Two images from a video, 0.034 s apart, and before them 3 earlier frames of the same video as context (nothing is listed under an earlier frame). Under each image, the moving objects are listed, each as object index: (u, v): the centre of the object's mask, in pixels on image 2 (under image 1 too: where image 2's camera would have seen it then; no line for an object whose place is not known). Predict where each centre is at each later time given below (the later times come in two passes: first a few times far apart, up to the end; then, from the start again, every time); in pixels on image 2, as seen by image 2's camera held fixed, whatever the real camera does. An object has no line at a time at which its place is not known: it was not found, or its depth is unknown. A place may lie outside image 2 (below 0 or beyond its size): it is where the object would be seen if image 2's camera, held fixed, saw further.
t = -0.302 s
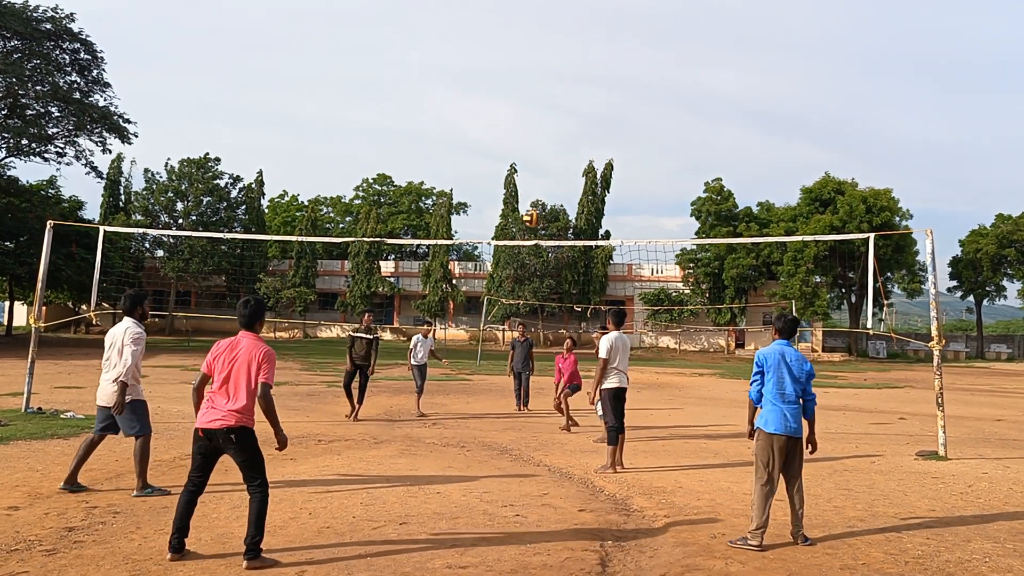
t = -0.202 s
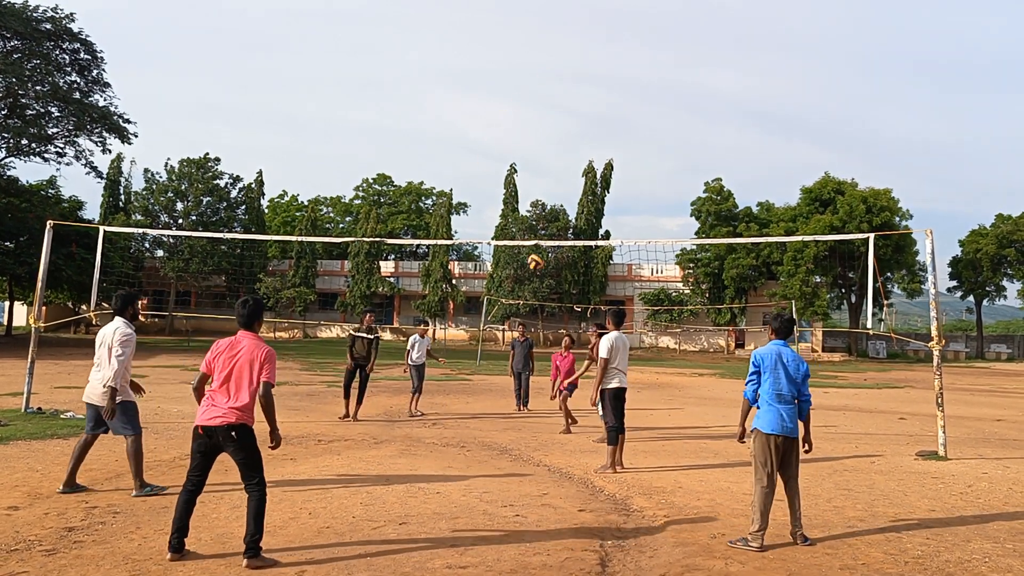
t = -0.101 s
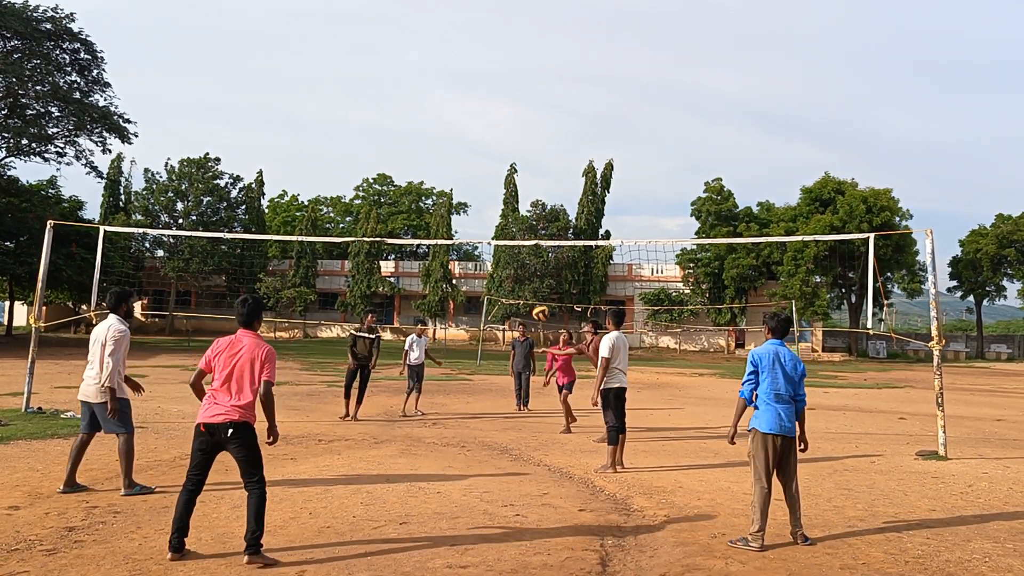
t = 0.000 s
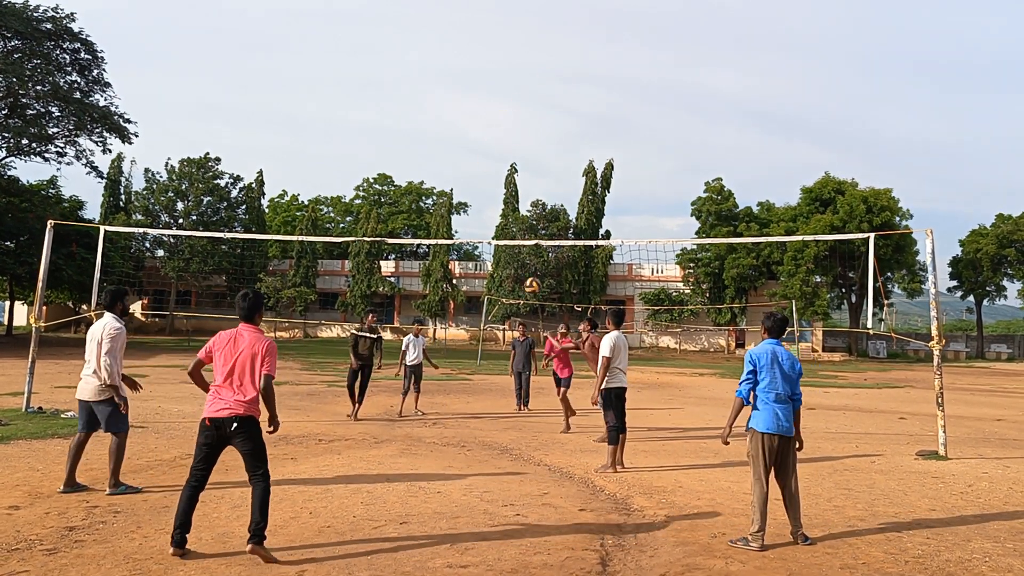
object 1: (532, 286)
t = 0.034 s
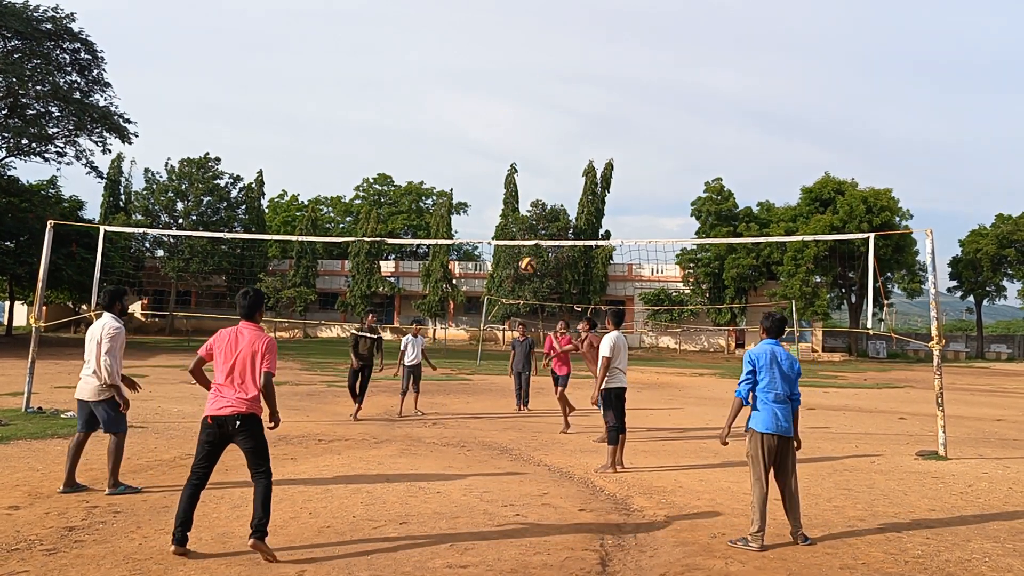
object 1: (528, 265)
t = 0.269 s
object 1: (492, 144)
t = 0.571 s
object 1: (440, 43)
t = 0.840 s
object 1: (391, 11)
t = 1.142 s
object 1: (331, 50)
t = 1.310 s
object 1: (296, 111)
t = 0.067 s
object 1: (522, 249)
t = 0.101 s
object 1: (517, 226)
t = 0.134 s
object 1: (512, 208)
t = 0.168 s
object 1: (507, 191)
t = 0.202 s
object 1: (502, 174)
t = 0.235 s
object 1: (497, 159)
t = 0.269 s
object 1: (492, 144)
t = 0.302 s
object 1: (486, 129)
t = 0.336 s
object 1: (480, 116)
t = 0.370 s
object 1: (475, 103)
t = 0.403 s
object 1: (469, 90)
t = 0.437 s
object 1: (463, 79)
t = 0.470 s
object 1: (458, 69)
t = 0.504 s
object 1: (452, 59)
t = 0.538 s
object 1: (447, 51)
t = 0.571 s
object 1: (440, 43)
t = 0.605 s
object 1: (434, 37)
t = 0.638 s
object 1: (429, 31)
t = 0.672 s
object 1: (422, 25)
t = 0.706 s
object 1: (416, 20)
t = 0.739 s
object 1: (410, 17)
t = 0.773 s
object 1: (404, 14)
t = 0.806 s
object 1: (397, 12)
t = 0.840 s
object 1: (391, 11)
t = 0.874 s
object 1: (385, 11)
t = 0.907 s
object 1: (378, 13)
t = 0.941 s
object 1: (371, 15)
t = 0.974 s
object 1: (365, 18)
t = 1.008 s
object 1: (358, 23)
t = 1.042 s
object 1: (351, 28)
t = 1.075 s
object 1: (345, 34)
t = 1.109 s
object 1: (338, 41)
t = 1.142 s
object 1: (331, 50)
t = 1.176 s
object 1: (324, 59)
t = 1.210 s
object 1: (317, 71)
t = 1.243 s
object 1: (311, 83)
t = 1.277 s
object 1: (304, 96)
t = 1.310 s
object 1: (296, 111)
